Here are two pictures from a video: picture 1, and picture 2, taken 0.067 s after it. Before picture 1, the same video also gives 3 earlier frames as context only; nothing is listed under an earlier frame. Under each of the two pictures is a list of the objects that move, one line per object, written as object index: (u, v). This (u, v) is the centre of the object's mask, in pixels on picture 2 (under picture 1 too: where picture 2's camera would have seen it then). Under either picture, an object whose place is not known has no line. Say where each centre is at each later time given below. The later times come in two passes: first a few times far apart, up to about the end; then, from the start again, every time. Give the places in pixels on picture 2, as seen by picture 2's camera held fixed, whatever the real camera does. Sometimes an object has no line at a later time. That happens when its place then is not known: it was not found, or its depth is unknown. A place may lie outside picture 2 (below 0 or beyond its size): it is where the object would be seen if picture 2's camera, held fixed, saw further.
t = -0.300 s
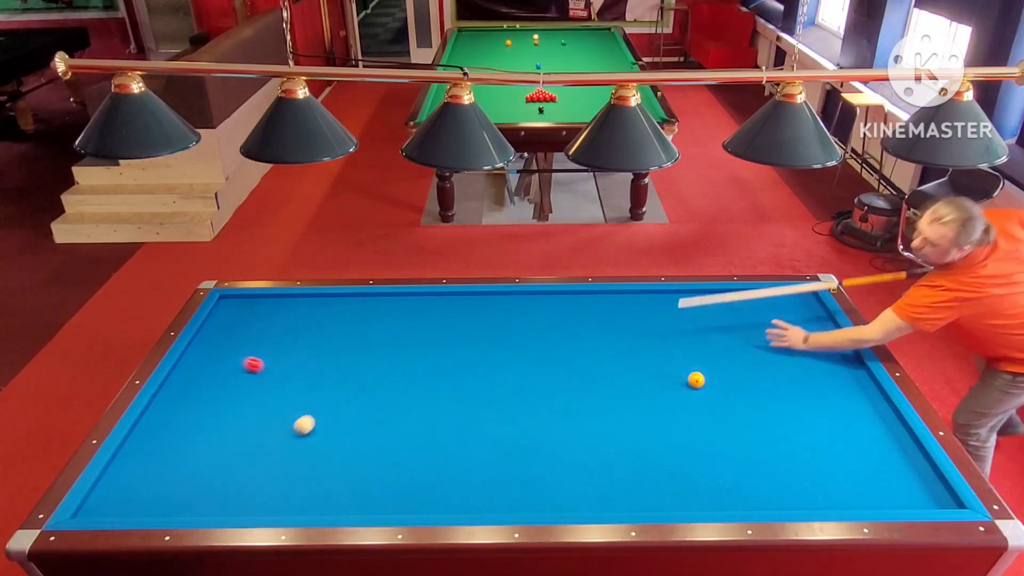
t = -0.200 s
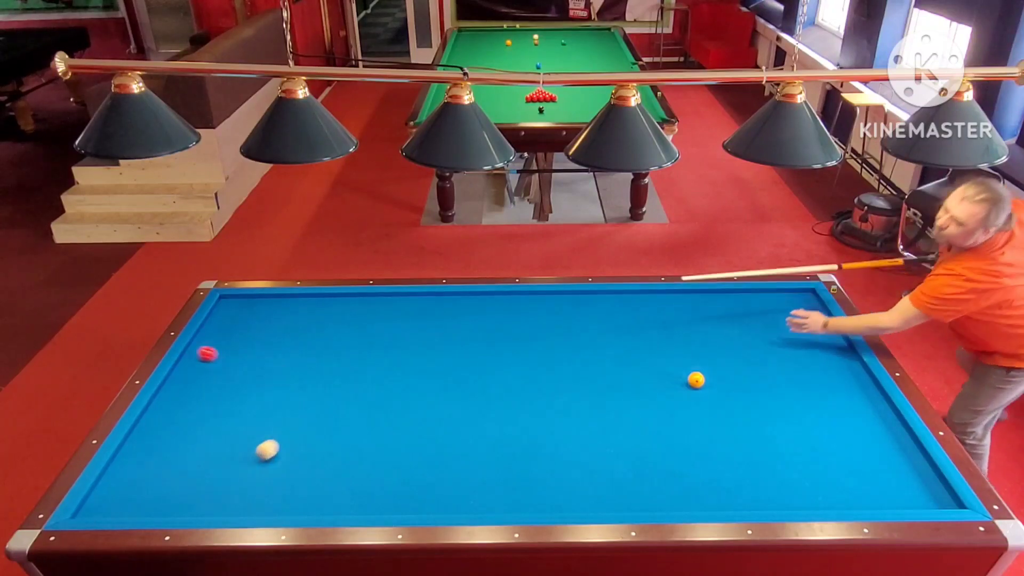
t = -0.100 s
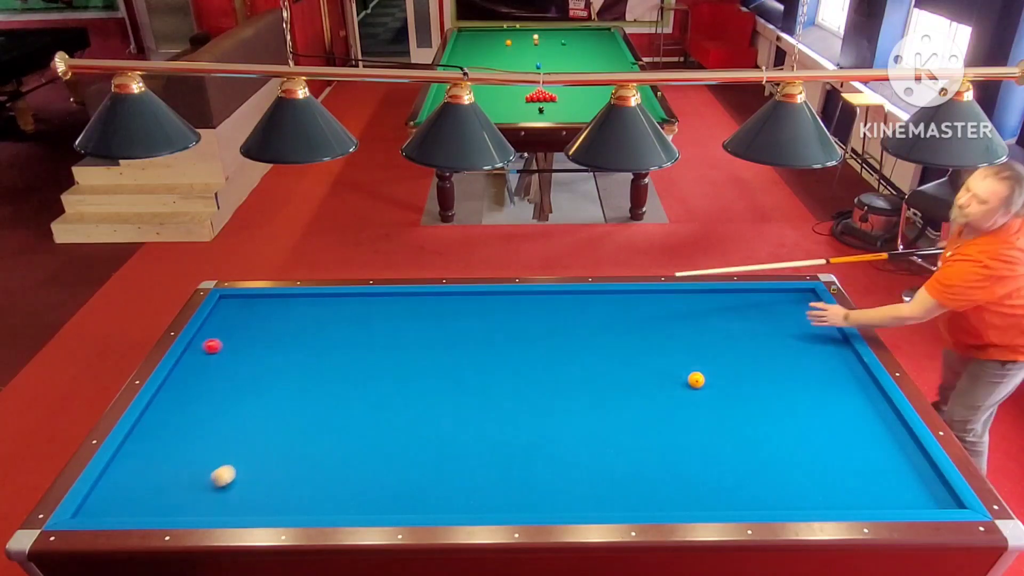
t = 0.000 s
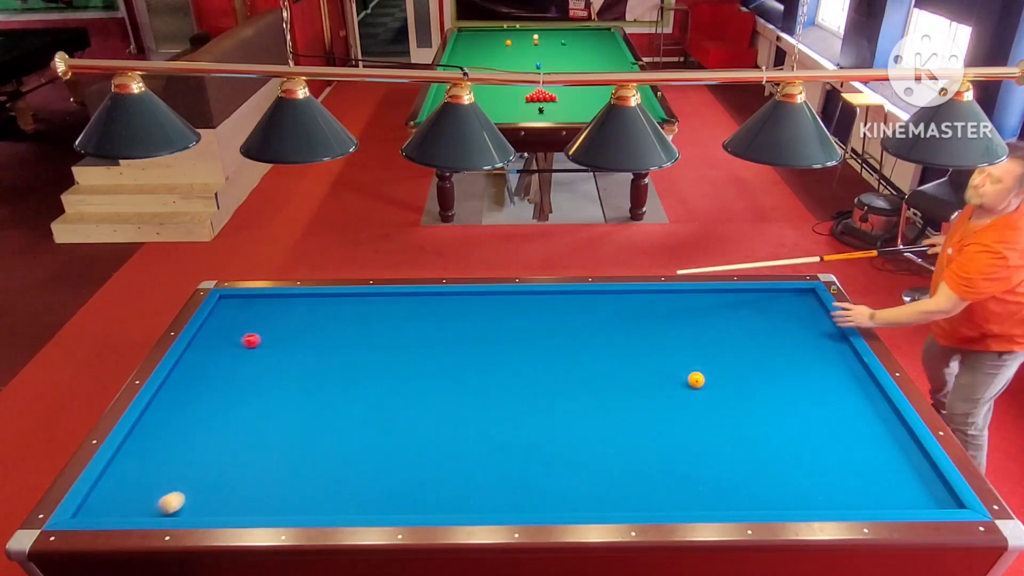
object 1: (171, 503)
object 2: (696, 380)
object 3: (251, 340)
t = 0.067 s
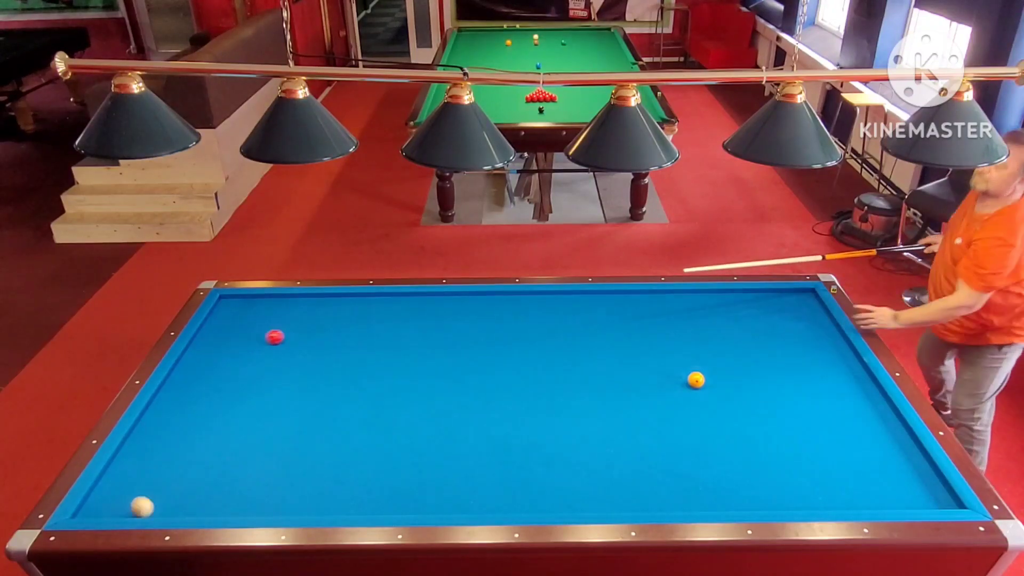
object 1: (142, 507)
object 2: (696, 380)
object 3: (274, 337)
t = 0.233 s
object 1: (109, 476)
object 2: (696, 380)
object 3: (326, 329)
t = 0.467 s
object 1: (190, 436)
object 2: (696, 380)
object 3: (388, 319)
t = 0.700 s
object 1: (248, 404)
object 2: (696, 380)
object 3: (446, 310)
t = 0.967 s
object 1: (305, 372)
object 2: (696, 380)
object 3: (510, 299)
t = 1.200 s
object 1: (349, 346)
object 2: (696, 380)
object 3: (562, 296)
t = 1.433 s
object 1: (389, 324)
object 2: (696, 380)
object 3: (612, 300)
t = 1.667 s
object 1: (425, 303)
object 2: (696, 380)
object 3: (662, 304)
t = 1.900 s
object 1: (456, 302)
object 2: (696, 380)
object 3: (711, 307)
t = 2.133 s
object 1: (487, 312)
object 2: (696, 380)
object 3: (761, 311)
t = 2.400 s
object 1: (522, 324)
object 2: (696, 380)
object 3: (819, 315)
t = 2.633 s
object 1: (555, 335)
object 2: (696, 380)
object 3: (803, 322)
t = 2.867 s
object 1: (588, 347)
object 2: (696, 380)
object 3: (780, 330)
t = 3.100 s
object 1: (623, 358)
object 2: (696, 380)
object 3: (759, 338)
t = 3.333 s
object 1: (658, 370)
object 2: (696, 380)
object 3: (736, 346)
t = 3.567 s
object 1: (682, 382)
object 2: (708, 381)
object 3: (713, 353)
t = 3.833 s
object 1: (692, 394)
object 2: (735, 382)
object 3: (687, 362)
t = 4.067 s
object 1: (700, 404)
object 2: (757, 383)
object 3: (664, 370)
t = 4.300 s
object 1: (709, 415)
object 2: (779, 385)
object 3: (641, 378)
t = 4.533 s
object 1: (717, 425)
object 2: (801, 386)
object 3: (618, 386)
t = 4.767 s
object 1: (726, 436)
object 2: (821, 387)
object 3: (594, 395)
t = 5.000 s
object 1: (735, 446)
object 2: (842, 388)
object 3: (571, 402)
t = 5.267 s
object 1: (744, 457)
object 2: (865, 390)
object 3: (544, 411)
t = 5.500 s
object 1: (753, 466)
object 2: (873, 391)
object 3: (520, 420)
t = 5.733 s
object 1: (761, 476)
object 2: (863, 392)
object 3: (496, 428)
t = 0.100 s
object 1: (134, 500)
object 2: (696, 380)
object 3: (286, 336)
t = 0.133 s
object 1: (126, 494)
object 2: (696, 380)
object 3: (296, 334)
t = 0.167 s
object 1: (117, 488)
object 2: (696, 380)
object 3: (307, 332)
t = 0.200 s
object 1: (109, 482)
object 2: (696, 380)
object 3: (316, 331)
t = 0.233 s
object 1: (109, 476)
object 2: (696, 380)
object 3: (326, 329)
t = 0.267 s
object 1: (123, 470)
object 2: (696, 380)
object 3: (335, 328)
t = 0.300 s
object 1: (136, 464)
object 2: (696, 380)
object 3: (343, 326)
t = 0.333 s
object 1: (148, 458)
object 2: (696, 380)
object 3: (352, 325)
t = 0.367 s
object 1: (160, 452)
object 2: (696, 380)
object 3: (361, 324)
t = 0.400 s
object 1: (171, 447)
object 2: (696, 380)
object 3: (370, 322)
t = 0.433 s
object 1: (181, 442)
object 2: (696, 380)
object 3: (379, 321)
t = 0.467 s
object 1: (190, 436)
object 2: (696, 380)
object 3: (388, 319)
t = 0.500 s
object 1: (199, 431)
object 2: (696, 380)
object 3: (396, 318)
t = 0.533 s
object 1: (208, 427)
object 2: (696, 380)
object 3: (405, 316)
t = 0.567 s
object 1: (216, 422)
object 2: (696, 380)
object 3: (413, 315)
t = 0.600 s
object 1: (224, 417)
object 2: (696, 380)
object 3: (421, 314)
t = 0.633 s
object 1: (232, 413)
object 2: (696, 380)
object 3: (430, 312)
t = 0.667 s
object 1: (240, 408)
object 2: (696, 380)
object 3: (438, 311)
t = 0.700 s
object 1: (248, 404)
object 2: (696, 380)
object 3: (446, 310)
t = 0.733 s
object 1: (255, 400)
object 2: (696, 380)
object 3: (455, 308)
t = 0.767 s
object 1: (263, 396)
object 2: (696, 380)
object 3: (463, 307)
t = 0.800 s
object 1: (270, 392)
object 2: (696, 380)
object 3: (471, 306)
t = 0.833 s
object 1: (277, 387)
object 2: (696, 380)
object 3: (479, 304)
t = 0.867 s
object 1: (284, 383)
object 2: (696, 380)
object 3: (487, 303)
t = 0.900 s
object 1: (291, 379)
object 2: (696, 380)
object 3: (495, 302)
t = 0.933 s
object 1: (298, 376)
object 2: (696, 380)
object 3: (503, 301)
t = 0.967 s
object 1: (305, 372)
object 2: (696, 380)
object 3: (510, 299)
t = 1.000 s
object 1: (311, 368)
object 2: (696, 380)
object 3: (518, 298)
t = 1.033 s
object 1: (318, 364)
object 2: (696, 380)
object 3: (526, 297)
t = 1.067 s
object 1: (325, 361)
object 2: (696, 380)
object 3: (534, 295)
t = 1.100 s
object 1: (331, 357)
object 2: (696, 380)
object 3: (541, 294)
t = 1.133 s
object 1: (337, 354)
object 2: (696, 380)
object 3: (548, 295)
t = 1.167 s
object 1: (343, 350)
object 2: (696, 380)
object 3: (555, 296)
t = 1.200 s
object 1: (349, 346)
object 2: (696, 380)
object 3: (562, 296)
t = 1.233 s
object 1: (355, 343)
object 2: (696, 380)
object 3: (569, 297)
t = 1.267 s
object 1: (361, 340)
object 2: (696, 380)
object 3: (576, 297)
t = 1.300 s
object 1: (367, 337)
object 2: (696, 380)
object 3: (583, 298)
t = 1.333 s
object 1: (372, 333)
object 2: (696, 380)
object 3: (590, 298)
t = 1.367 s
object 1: (378, 330)
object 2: (696, 380)
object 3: (598, 299)
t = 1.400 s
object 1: (384, 327)
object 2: (696, 380)
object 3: (605, 299)
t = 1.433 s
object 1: (389, 324)
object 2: (696, 380)
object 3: (612, 300)
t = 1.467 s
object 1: (395, 321)
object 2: (696, 380)
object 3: (619, 300)
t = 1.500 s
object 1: (400, 318)
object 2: (696, 380)
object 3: (626, 301)
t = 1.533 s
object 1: (405, 315)
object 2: (696, 380)
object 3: (633, 301)
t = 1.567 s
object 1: (410, 312)
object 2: (696, 380)
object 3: (640, 302)
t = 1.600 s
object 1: (415, 309)
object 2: (696, 380)
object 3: (647, 302)
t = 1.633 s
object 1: (420, 306)
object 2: (696, 380)
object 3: (654, 303)
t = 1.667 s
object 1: (425, 303)
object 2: (696, 380)
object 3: (662, 304)
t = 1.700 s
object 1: (430, 301)
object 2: (696, 380)
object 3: (668, 304)
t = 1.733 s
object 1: (435, 298)
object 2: (696, 380)
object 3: (675, 305)
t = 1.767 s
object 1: (440, 295)
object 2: (696, 380)
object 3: (683, 305)
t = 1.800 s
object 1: (444, 296)
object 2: (696, 380)
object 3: (690, 305)
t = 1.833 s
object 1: (448, 298)
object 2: (696, 380)
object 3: (697, 306)
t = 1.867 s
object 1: (452, 300)
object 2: (696, 380)
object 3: (704, 306)
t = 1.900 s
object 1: (456, 302)
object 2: (696, 380)
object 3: (711, 307)
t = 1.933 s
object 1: (461, 303)
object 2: (696, 380)
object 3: (718, 308)
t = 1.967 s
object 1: (465, 305)
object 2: (696, 380)
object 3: (725, 308)
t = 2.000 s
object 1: (469, 306)
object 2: (696, 380)
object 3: (732, 309)
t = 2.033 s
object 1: (473, 308)
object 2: (696, 380)
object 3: (739, 309)
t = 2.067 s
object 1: (478, 309)
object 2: (696, 380)
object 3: (746, 310)
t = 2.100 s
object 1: (482, 311)
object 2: (696, 380)
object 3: (754, 311)
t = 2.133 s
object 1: (487, 312)
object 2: (696, 380)
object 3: (761, 311)
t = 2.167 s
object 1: (491, 314)
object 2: (696, 380)
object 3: (768, 312)
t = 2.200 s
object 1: (495, 315)
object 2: (696, 380)
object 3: (775, 312)
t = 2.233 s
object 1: (500, 317)
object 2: (696, 380)
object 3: (783, 312)
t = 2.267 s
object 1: (504, 318)
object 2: (696, 380)
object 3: (790, 313)
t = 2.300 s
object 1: (509, 320)
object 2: (696, 380)
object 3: (797, 314)
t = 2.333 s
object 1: (513, 321)
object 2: (696, 380)
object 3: (804, 314)
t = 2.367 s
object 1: (518, 323)
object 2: (696, 380)
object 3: (812, 314)
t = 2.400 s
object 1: (522, 324)
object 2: (696, 380)
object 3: (819, 315)
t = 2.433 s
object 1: (527, 326)
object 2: (696, 380)
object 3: (826, 316)
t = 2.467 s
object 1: (531, 327)
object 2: (696, 380)
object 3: (823, 317)
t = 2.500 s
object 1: (536, 329)
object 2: (696, 380)
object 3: (819, 318)
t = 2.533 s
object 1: (541, 331)
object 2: (696, 380)
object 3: (814, 319)
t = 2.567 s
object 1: (545, 332)
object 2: (696, 380)
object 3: (810, 320)
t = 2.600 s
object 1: (550, 334)
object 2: (696, 380)
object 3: (806, 321)
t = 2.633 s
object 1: (555, 335)
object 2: (696, 380)
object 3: (803, 322)
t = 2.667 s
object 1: (559, 337)
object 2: (696, 380)
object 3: (800, 323)
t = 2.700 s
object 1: (564, 338)
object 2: (696, 380)
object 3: (797, 324)
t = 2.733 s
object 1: (569, 340)
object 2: (696, 380)
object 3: (793, 325)
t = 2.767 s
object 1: (574, 342)
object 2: (696, 380)
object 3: (790, 327)
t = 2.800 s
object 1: (579, 343)
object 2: (696, 380)
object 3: (787, 328)
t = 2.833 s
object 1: (583, 345)
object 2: (696, 380)
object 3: (784, 329)
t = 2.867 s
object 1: (588, 347)
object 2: (696, 380)
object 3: (780, 330)
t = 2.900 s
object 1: (593, 348)
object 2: (696, 380)
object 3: (778, 331)
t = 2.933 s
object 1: (598, 350)
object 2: (696, 380)
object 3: (774, 332)
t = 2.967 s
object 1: (603, 352)
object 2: (696, 380)
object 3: (771, 333)
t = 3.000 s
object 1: (608, 353)
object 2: (696, 380)
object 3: (768, 334)
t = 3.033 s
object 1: (613, 355)
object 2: (696, 380)
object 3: (765, 336)
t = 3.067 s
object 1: (618, 357)
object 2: (696, 380)
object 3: (761, 337)
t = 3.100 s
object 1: (623, 358)
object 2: (696, 380)
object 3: (759, 338)
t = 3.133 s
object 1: (628, 360)
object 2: (696, 380)
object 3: (755, 339)
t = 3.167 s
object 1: (633, 362)
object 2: (696, 380)
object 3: (752, 340)
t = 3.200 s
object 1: (638, 364)
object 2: (696, 380)
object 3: (749, 341)
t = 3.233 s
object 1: (643, 365)
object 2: (696, 380)
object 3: (745, 342)
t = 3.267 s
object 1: (648, 367)
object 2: (696, 380)
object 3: (742, 343)
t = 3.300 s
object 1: (653, 369)
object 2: (696, 380)
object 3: (739, 344)
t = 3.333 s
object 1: (658, 370)
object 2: (696, 380)
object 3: (736, 346)
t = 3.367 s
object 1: (663, 372)
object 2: (696, 380)
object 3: (732, 347)
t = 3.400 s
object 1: (668, 374)
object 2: (696, 380)
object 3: (729, 348)
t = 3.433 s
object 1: (674, 376)
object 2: (696, 380)
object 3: (726, 349)
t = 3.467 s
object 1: (679, 377)
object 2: (696, 380)
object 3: (723, 350)
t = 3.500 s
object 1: (681, 379)
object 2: (699, 380)
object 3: (719, 351)
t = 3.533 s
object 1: (681, 381)
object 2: (704, 380)
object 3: (716, 352)
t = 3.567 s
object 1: (682, 382)
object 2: (708, 381)
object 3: (713, 353)
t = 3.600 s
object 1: (683, 383)
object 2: (712, 381)
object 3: (710, 354)
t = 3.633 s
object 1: (684, 385)
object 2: (715, 381)
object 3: (707, 356)
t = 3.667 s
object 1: (686, 387)
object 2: (718, 381)
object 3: (703, 357)
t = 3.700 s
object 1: (687, 388)
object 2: (722, 381)
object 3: (700, 358)
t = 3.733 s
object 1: (688, 390)
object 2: (725, 382)
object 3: (697, 359)
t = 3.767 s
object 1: (689, 391)
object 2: (728, 382)
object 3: (694, 360)
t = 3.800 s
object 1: (691, 393)
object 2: (732, 382)
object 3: (690, 361)
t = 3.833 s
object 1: (692, 394)
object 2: (735, 382)
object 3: (687, 362)
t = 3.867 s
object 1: (693, 395)
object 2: (738, 382)
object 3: (684, 363)
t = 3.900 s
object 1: (694, 397)
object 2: (741, 383)
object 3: (681, 365)
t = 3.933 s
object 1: (695, 398)
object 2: (745, 383)
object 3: (677, 366)
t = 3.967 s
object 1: (697, 400)
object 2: (748, 383)
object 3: (674, 367)
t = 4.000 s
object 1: (698, 401)
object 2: (751, 383)
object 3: (671, 368)
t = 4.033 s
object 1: (699, 403)
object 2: (754, 383)
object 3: (667, 369)
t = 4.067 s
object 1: (700, 404)
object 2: (757, 383)
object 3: (664, 370)
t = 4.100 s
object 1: (701, 406)
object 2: (760, 384)
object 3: (661, 371)
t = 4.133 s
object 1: (703, 408)
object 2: (764, 384)
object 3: (658, 373)
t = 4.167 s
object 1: (704, 409)
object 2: (767, 384)
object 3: (654, 374)
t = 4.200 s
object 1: (705, 411)
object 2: (770, 384)
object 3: (651, 375)
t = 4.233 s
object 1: (706, 412)
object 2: (773, 384)
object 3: (648, 376)
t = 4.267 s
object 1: (708, 413)
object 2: (776, 385)
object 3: (644, 377)
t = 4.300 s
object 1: (709, 415)
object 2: (779, 385)
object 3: (641, 378)
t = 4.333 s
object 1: (710, 416)
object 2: (782, 385)
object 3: (638, 379)
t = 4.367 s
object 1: (711, 418)
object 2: (785, 385)
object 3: (634, 381)
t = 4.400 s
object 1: (712, 419)
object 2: (788, 385)
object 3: (631, 382)
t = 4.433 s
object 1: (713, 421)
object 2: (791, 385)
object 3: (628, 383)
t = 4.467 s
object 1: (715, 423)
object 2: (794, 386)
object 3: (625, 384)
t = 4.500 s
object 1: (716, 424)
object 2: (797, 386)
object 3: (621, 385)
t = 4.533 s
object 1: (717, 425)
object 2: (801, 386)
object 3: (618, 386)
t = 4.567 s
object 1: (719, 427)
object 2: (804, 386)
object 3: (614, 388)
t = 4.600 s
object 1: (720, 428)
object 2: (807, 386)
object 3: (611, 389)
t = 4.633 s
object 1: (721, 430)
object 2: (810, 387)
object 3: (608, 390)
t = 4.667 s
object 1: (722, 431)
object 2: (813, 387)
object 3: (605, 391)
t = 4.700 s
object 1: (723, 433)
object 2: (816, 387)
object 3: (601, 392)
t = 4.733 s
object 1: (725, 434)
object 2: (819, 387)
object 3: (598, 393)
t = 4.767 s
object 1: (726, 436)
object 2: (821, 387)
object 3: (594, 395)
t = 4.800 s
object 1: (727, 437)
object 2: (825, 387)
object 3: (591, 396)
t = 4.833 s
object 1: (728, 439)
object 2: (827, 388)
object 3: (588, 397)
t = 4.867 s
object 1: (730, 440)
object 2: (830, 388)
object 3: (584, 398)
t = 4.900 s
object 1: (731, 441)
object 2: (833, 388)
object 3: (581, 399)
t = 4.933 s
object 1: (732, 443)
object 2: (836, 388)
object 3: (578, 400)
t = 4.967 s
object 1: (733, 444)
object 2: (839, 388)
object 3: (574, 401)
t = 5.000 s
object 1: (735, 446)
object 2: (842, 388)
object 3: (571, 402)
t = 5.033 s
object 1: (736, 447)
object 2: (845, 389)
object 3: (568, 404)
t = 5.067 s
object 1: (737, 449)
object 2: (848, 389)
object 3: (564, 405)
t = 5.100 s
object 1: (738, 450)
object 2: (851, 389)
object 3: (561, 406)
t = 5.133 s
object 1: (740, 451)
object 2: (854, 389)
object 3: (557, 407)
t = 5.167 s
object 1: (741, 453)
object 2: (856, 389)
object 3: (554, 408)
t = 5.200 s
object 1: (742, 454)
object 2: (859, 389)
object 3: (550, 409)
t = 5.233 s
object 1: (743, 455)
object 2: (862, 390)
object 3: (547, 410)
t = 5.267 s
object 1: (744, 457)
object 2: (865, 390)
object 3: (544, 411)
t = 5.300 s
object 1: (746, 458)
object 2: (868, 390)
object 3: (540, 413)
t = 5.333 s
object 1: (747, 460)
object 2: (870, 390)
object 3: (536, 414)
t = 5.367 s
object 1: (748, 461)
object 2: (873, 390)
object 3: (533, 415)
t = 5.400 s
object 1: (749, 463)
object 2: (876, 391)
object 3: (530, 416)
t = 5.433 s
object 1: (751, 464)
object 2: (876, 391)
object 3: (526, 417)
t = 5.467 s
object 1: (752, 465)
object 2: (874, 391)
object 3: (523, 418)
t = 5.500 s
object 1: (753, 466)
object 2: (873, 391)
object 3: (520, 420)
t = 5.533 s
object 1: (754, 468)
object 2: (871, 391)
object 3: (516, 421)
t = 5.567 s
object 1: (755, 469)
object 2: (870, 391)
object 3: (513, 422)
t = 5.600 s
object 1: (757, 470)
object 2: (869, 391)
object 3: (509, 423)
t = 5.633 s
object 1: (758, 472)
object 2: (868, 391)
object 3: (506, 424)
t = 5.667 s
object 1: (759, 473)
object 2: (866, 392)
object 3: (503, 425)
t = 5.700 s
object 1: (760, 475)
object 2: (865, 392)
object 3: (499, 427)
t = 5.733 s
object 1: (761, 476)
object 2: (863, 392)
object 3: (496, 428)
